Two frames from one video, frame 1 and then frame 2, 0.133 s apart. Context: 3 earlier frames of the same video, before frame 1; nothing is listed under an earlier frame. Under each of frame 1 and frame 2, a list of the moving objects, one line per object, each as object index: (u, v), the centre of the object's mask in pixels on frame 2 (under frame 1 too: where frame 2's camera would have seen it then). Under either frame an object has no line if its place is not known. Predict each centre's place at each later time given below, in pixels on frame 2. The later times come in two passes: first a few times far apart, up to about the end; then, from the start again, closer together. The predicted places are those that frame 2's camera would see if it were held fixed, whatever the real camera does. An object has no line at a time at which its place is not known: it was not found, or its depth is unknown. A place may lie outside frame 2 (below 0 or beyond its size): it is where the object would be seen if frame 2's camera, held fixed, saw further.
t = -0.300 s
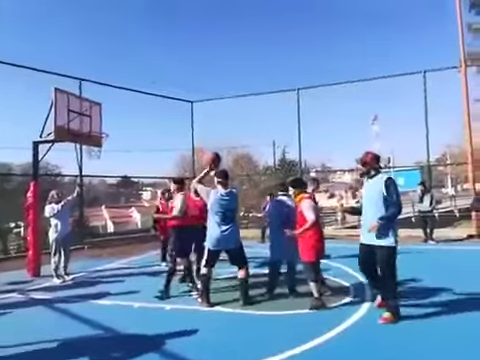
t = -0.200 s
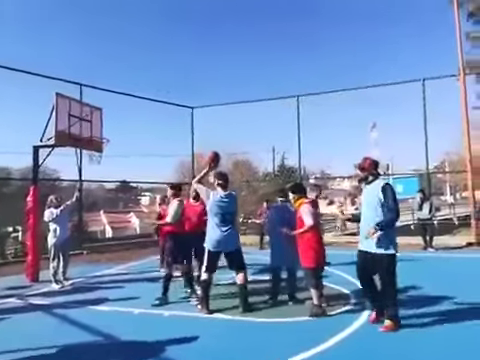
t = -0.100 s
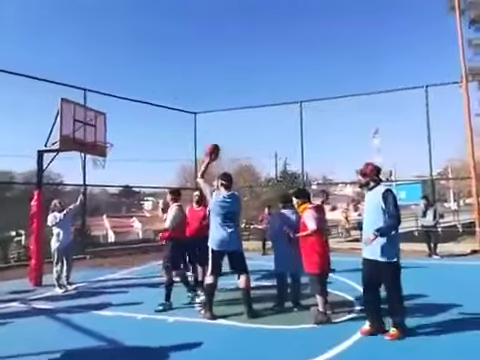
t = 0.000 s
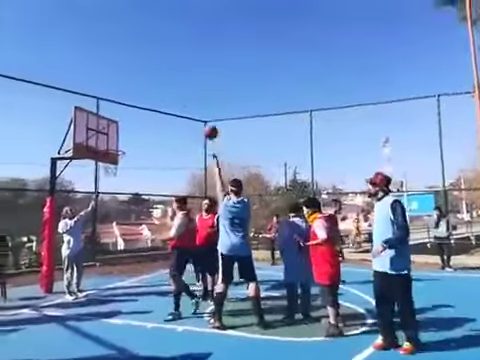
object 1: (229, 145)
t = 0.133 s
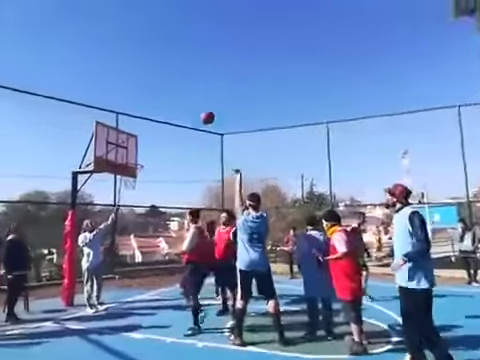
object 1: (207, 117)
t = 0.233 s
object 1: (192, 107)
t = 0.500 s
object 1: (163, 107)
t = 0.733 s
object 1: (140, 137)
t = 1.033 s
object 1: (127, 163)
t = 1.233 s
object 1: (121, 154)
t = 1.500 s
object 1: (130, 164)
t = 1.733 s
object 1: (135, 193)
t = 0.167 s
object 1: (202, 113)
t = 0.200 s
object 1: (197, 110)
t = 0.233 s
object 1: (192, 107)
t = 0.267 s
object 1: (189, 105)
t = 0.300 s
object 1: (185, 104)
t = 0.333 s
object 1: (181, 104)
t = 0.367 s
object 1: (177, 103)
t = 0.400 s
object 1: (173, 103)
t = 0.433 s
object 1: (169, 104)
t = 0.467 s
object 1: (166, 105)
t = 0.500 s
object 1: (163, 107)
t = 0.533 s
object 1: (159, 110)
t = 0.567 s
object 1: (156, 112)
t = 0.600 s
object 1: (152, 117)
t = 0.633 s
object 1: (149, 121)
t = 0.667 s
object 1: (146, 126)
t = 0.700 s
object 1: (143, 131)
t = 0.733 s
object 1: (140, 137)
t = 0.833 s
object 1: (132, 156)
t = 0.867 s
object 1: (128, 163)
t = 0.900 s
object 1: (132, 165)
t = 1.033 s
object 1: (127, 163)
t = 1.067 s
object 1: (125, 161)
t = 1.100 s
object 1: (125, 158)
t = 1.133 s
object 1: (121, 156)
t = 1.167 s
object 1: (121, 155)
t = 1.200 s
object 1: (121, 155)
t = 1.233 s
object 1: (121, 154)
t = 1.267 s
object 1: (121, 154)
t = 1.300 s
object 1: (121, 154)
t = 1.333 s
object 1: (121, 155)
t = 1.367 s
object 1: (124, 155)
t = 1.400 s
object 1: (125, 157)
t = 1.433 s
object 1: (125, 159)
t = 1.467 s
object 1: (128, 161)
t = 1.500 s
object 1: (130, 164)
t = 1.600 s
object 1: (134, 179)
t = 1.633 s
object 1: (133, 183)
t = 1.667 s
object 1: (134, 186)
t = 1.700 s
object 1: (134, 189)
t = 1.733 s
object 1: (135, 193)
